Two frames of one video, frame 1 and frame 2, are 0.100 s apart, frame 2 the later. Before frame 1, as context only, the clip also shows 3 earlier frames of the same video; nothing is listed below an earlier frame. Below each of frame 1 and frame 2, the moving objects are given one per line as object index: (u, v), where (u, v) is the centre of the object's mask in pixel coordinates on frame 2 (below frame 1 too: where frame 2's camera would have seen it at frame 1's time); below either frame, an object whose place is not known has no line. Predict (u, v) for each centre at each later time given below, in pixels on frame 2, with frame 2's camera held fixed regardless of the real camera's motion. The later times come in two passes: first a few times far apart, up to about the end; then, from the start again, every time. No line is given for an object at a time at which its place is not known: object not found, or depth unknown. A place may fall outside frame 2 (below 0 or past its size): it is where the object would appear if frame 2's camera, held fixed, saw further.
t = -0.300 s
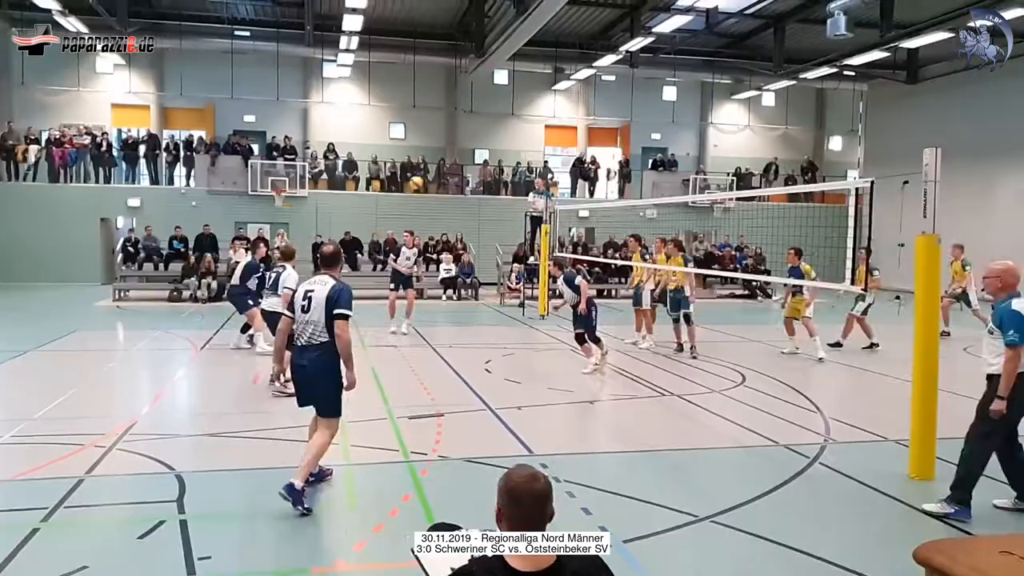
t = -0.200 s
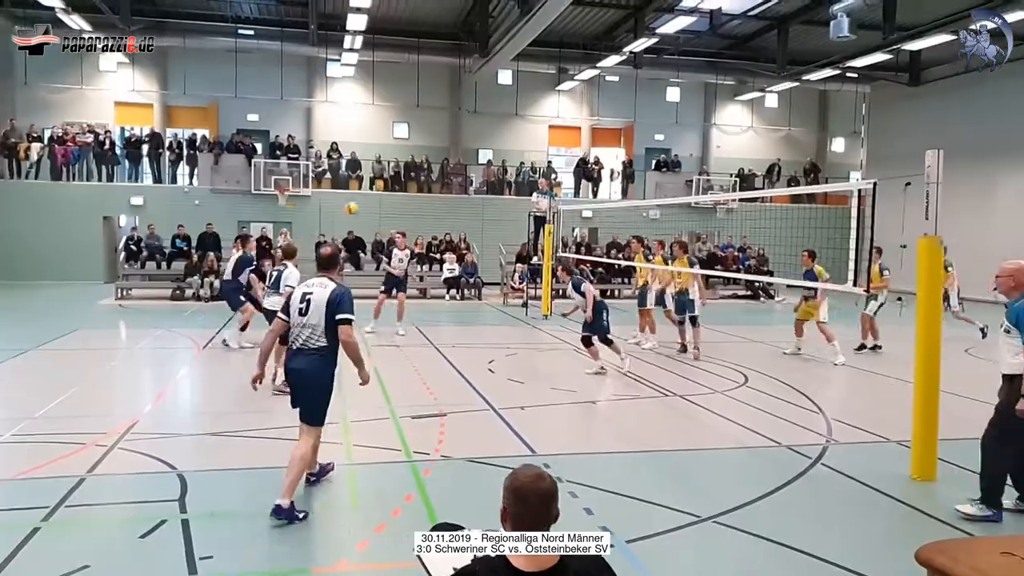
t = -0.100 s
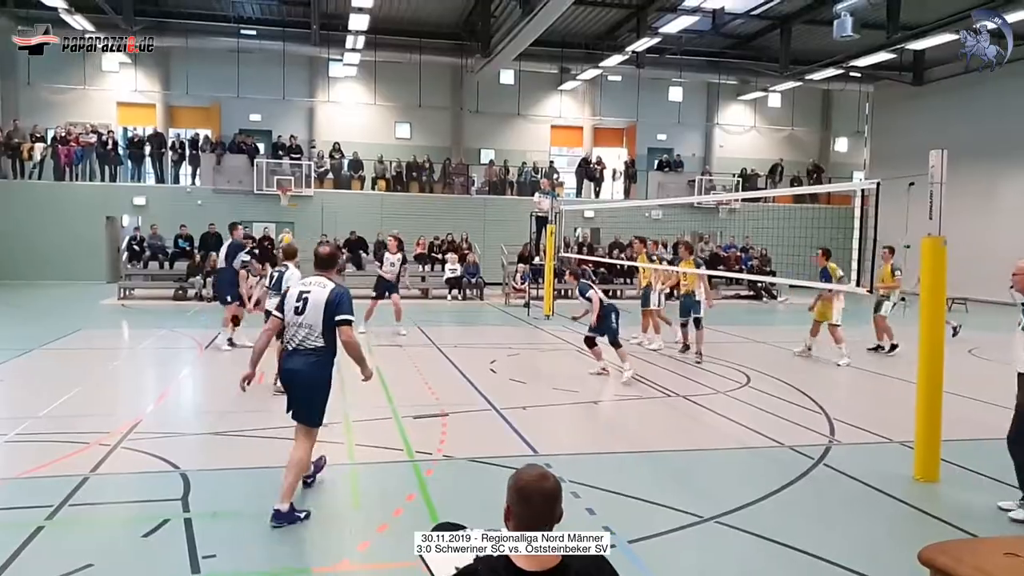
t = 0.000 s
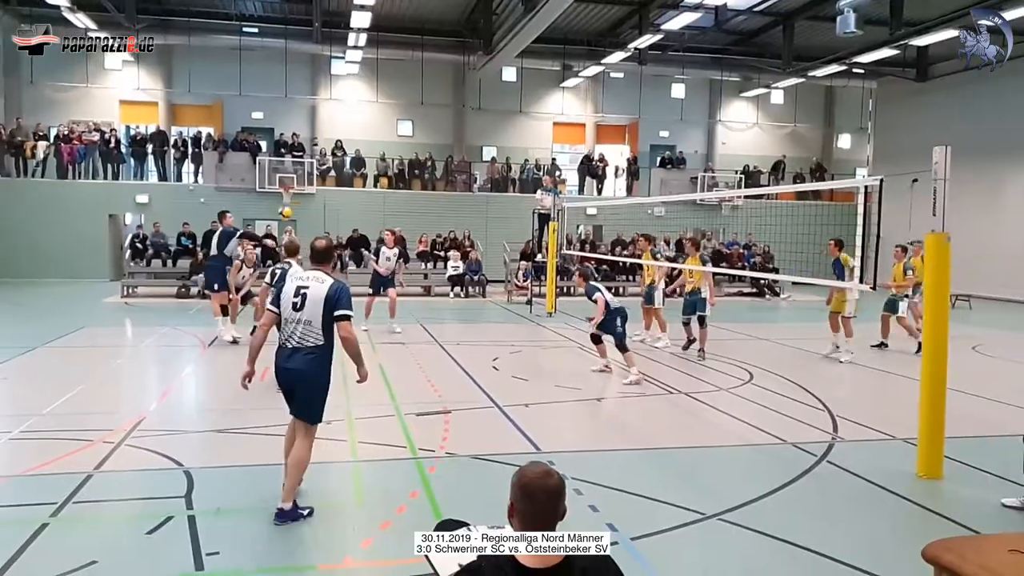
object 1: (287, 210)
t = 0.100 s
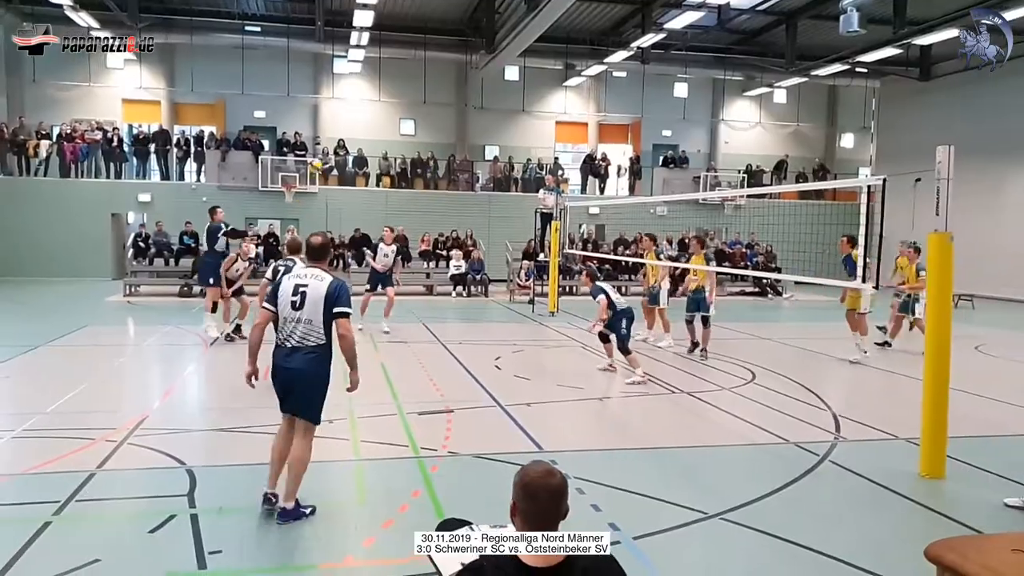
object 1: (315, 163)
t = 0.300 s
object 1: (373, 88)
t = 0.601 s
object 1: (465, 27)
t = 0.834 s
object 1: (538, 19)
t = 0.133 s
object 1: (325, 150)
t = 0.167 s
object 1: (332, 136)
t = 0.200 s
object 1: (343, 124)
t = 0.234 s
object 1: (353, 111)
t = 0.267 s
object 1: (362, 97)
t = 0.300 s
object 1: (373, 88)
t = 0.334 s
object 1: (382, 78)
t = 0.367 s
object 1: (392, 67)
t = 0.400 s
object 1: (404, 56)
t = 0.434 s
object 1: (415, 46)
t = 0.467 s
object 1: (424, 44)
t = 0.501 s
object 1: (434, 37)
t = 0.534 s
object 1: (447, 30)
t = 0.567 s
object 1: (456, 30)
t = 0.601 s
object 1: (465, 27)
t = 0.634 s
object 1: (476, 24)
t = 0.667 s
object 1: (488, 22)
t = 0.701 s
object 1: (498, 20)
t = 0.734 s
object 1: (507, 18)
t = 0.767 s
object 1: (519, 16)
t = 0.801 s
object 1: (528, 17)
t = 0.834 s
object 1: (538, 19)
